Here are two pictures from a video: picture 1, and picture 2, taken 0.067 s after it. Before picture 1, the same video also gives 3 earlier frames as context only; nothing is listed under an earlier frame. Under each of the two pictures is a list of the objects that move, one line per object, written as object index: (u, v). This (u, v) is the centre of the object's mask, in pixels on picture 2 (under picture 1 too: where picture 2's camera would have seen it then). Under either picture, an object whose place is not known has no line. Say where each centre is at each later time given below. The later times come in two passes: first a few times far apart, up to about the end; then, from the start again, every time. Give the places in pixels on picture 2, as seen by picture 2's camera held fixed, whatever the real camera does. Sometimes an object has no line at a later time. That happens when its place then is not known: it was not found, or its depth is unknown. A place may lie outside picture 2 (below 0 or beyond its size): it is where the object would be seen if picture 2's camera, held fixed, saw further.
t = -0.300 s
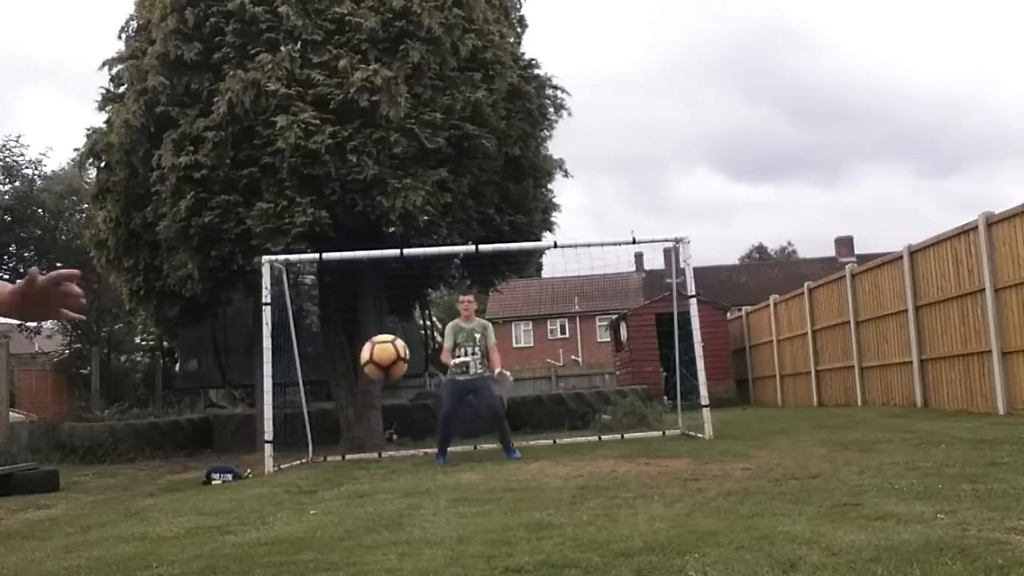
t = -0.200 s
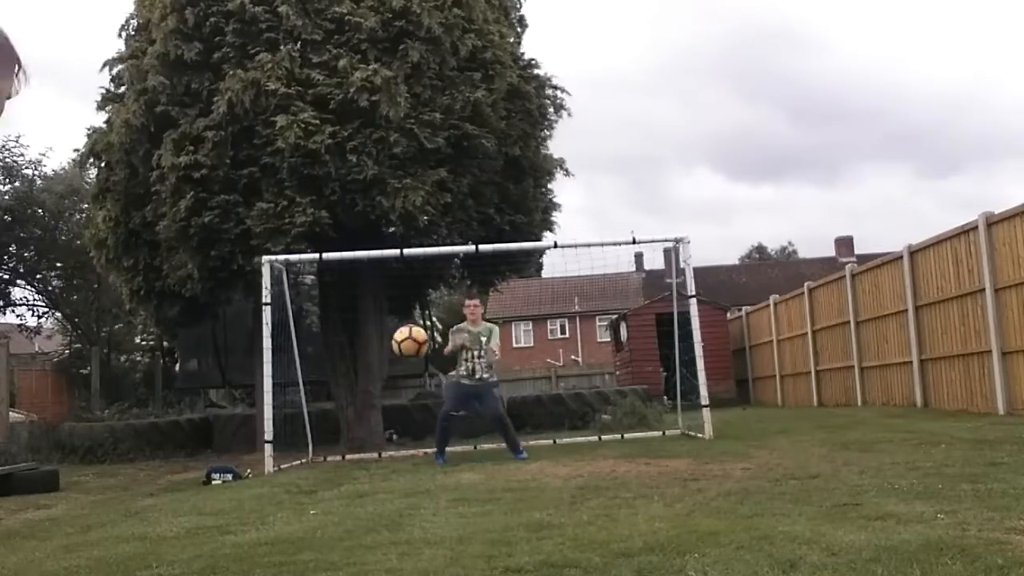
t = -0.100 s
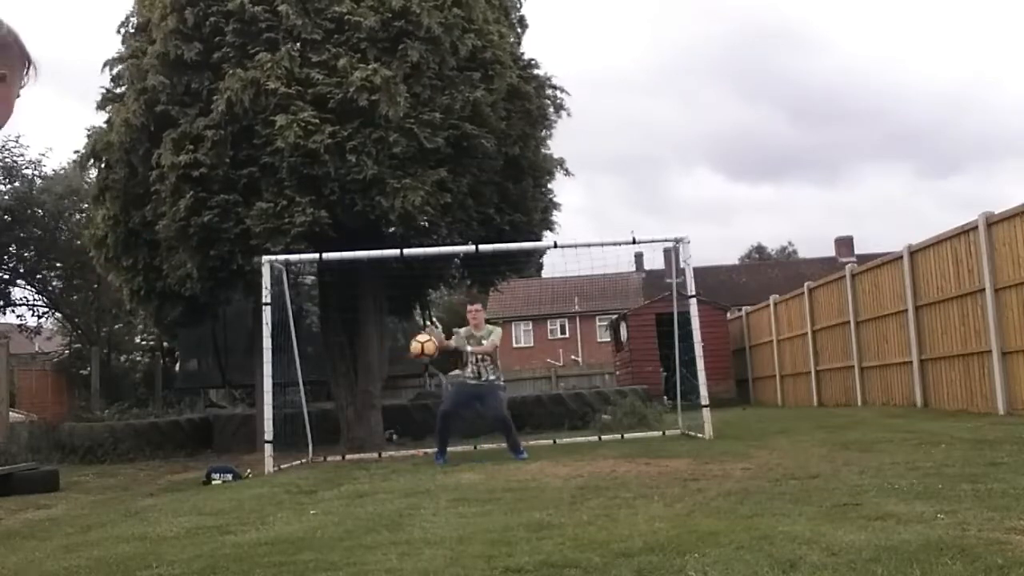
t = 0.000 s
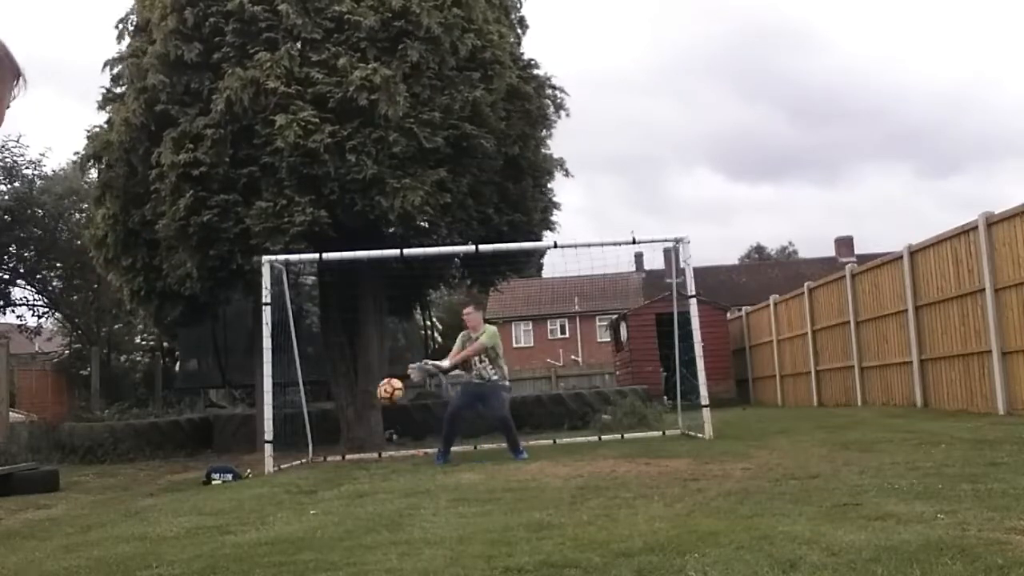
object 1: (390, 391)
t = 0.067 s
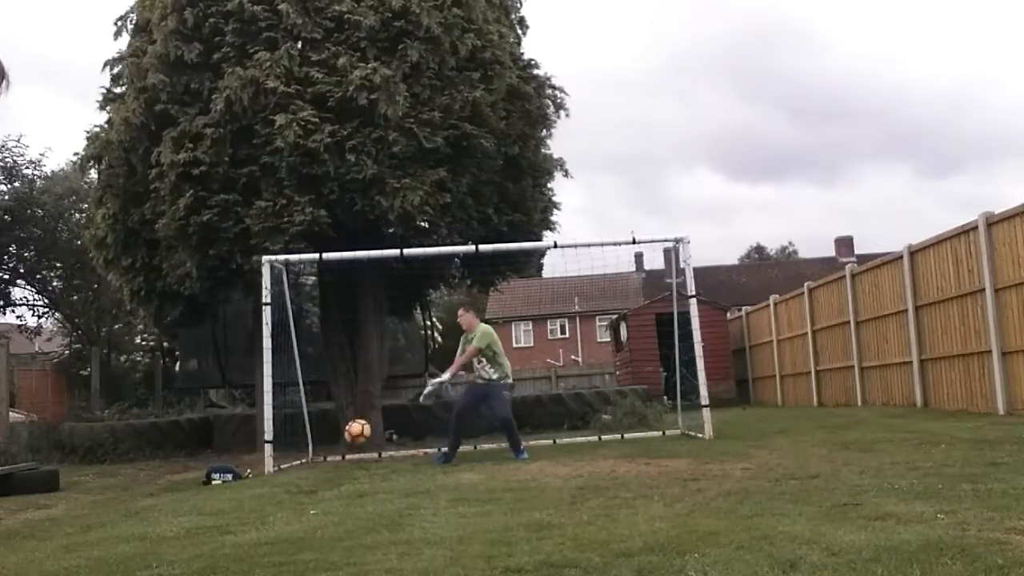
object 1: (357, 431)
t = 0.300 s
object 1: (283, 391)
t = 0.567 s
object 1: (340, 353)
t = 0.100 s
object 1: (342, 453)
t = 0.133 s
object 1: (331, 451)
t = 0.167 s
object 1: (319, 436)
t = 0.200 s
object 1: (307, 424)
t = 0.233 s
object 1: (296, 411)
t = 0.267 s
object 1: (286, 401)
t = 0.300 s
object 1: (283, 391)
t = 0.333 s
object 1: (290, 382)
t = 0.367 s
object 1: (296, 373)
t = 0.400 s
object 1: (304, 367)
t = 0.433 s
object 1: (311, 361)
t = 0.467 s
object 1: (317, 358)
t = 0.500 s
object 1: (325, 354)
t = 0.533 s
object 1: (332, 353)
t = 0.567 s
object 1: (340, 353)
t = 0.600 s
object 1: (347, 353)
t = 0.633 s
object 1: (354, 355)
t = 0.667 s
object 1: (362, 358)
